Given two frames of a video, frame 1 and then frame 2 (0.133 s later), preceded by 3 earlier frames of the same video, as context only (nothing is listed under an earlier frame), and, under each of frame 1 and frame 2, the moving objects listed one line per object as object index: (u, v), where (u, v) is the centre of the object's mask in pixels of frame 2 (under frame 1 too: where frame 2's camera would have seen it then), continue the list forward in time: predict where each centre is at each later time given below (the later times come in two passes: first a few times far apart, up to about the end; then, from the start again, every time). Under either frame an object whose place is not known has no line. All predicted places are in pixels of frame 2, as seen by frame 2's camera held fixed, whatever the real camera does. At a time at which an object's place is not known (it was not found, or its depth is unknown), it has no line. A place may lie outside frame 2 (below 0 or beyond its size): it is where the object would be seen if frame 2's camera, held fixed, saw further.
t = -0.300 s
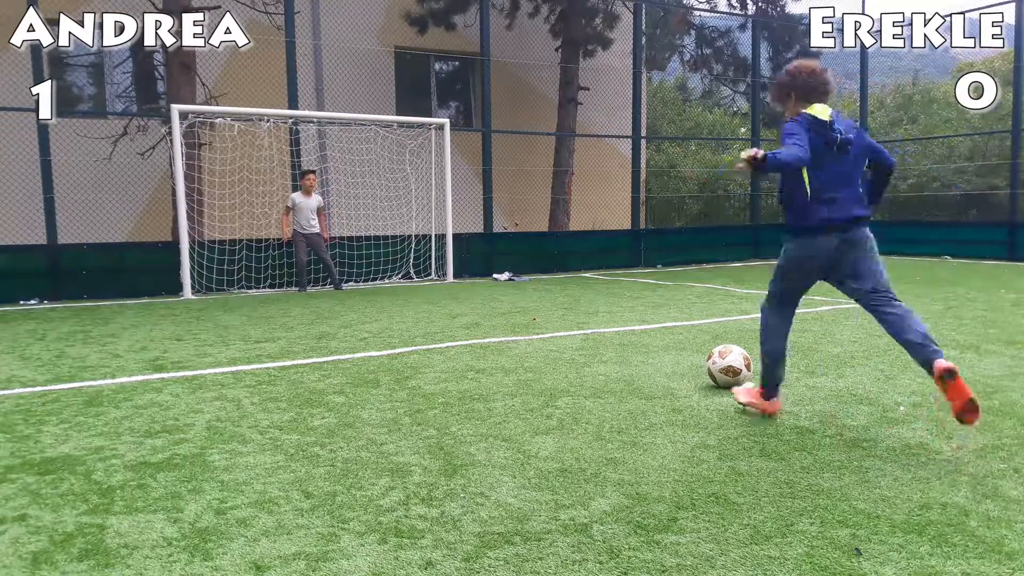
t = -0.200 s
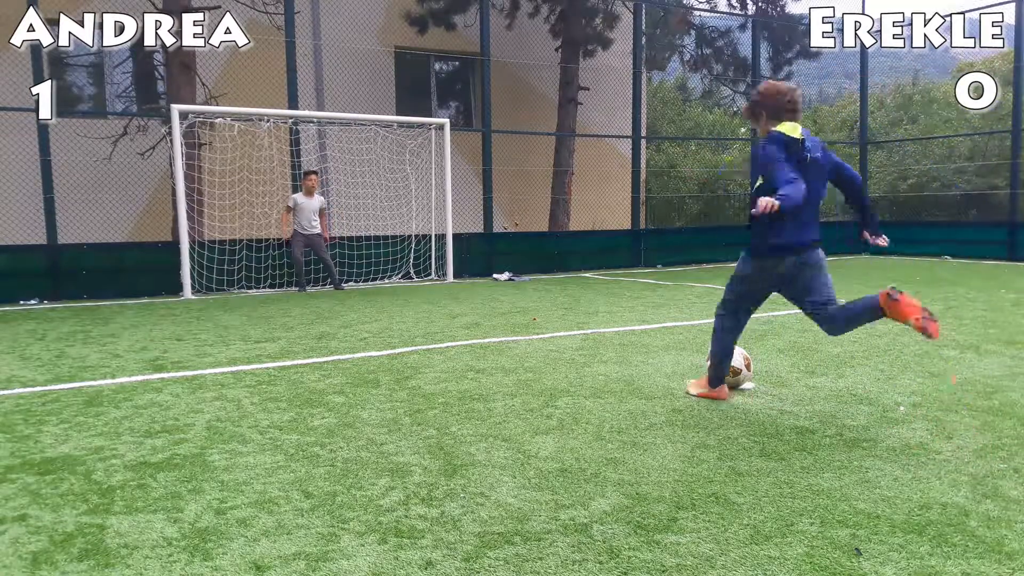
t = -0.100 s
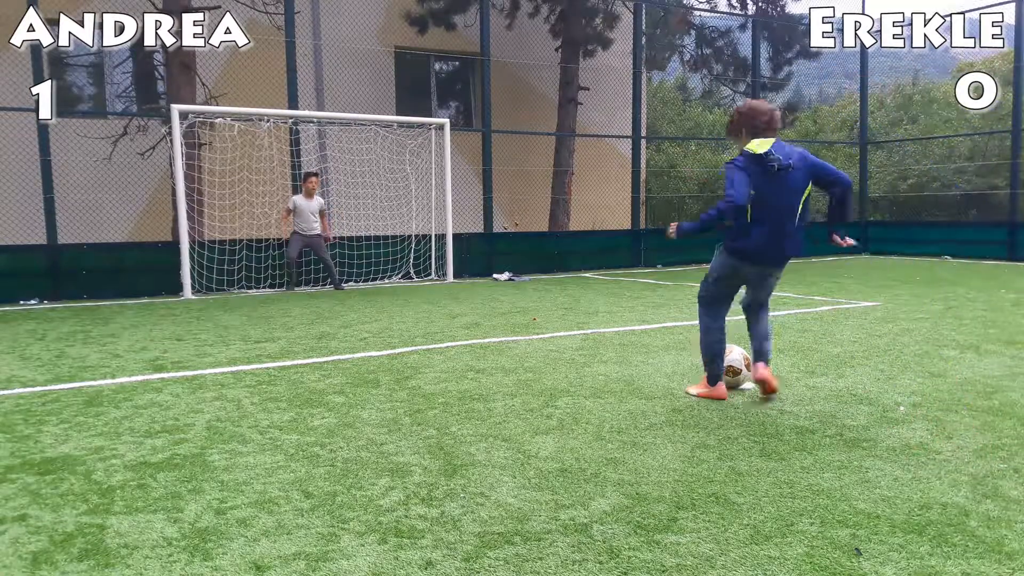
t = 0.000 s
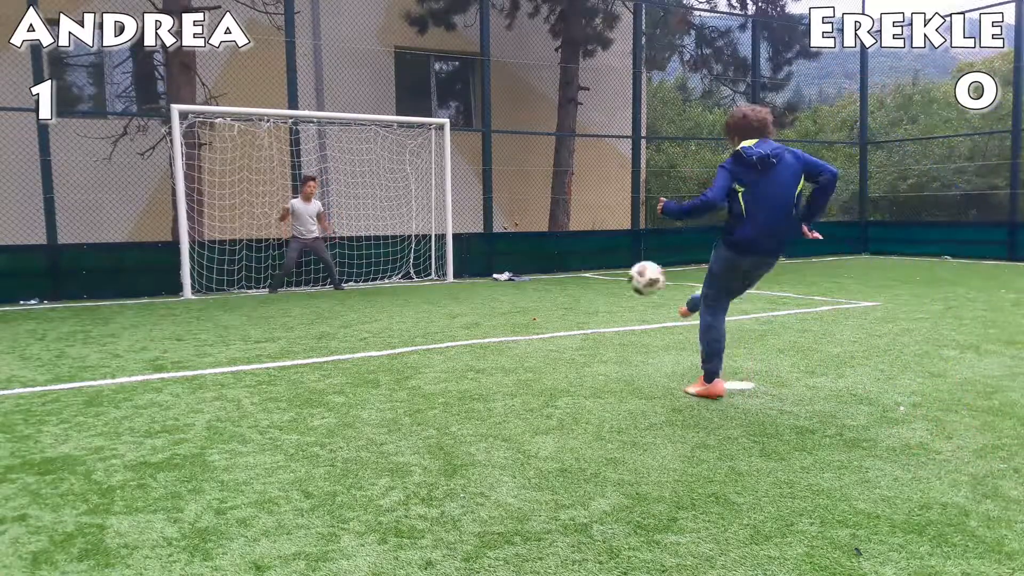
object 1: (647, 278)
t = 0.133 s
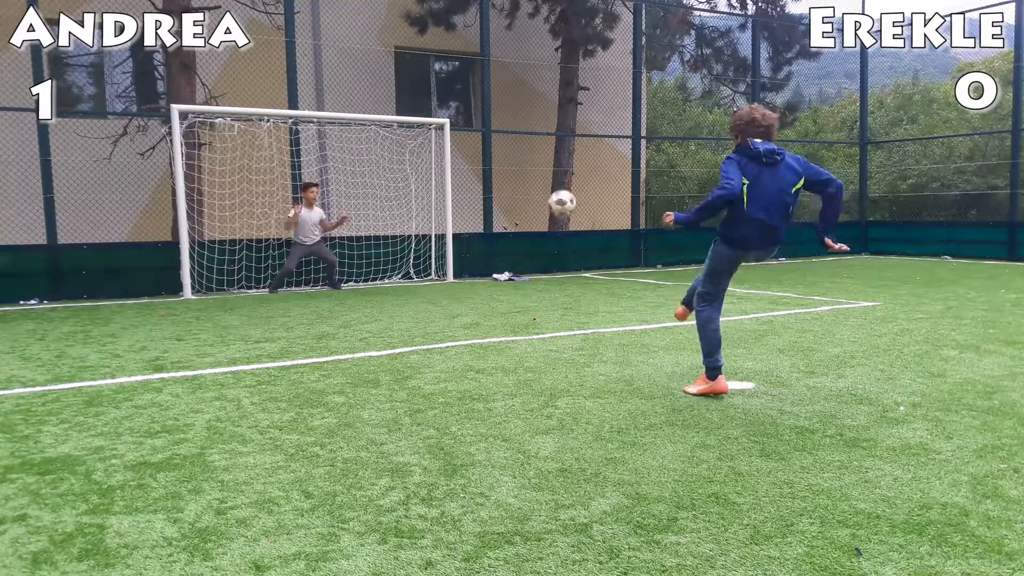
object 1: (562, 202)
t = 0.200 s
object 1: (533, 183)
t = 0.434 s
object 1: (467, 165)
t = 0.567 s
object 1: (466, 182)
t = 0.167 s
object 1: (547, 192)
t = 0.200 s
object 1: (533, 183)
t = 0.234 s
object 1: (520, 176)
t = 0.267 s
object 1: (509, 171)
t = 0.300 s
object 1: (499, 167)
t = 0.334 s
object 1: (490, 164)
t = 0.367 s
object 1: (482, 164)
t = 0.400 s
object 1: (473, 164)
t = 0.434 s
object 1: (467, 165)
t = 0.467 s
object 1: (460, 166)
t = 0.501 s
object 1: (455, 168)
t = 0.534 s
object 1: (459, 174)
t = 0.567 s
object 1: (466, 182)
